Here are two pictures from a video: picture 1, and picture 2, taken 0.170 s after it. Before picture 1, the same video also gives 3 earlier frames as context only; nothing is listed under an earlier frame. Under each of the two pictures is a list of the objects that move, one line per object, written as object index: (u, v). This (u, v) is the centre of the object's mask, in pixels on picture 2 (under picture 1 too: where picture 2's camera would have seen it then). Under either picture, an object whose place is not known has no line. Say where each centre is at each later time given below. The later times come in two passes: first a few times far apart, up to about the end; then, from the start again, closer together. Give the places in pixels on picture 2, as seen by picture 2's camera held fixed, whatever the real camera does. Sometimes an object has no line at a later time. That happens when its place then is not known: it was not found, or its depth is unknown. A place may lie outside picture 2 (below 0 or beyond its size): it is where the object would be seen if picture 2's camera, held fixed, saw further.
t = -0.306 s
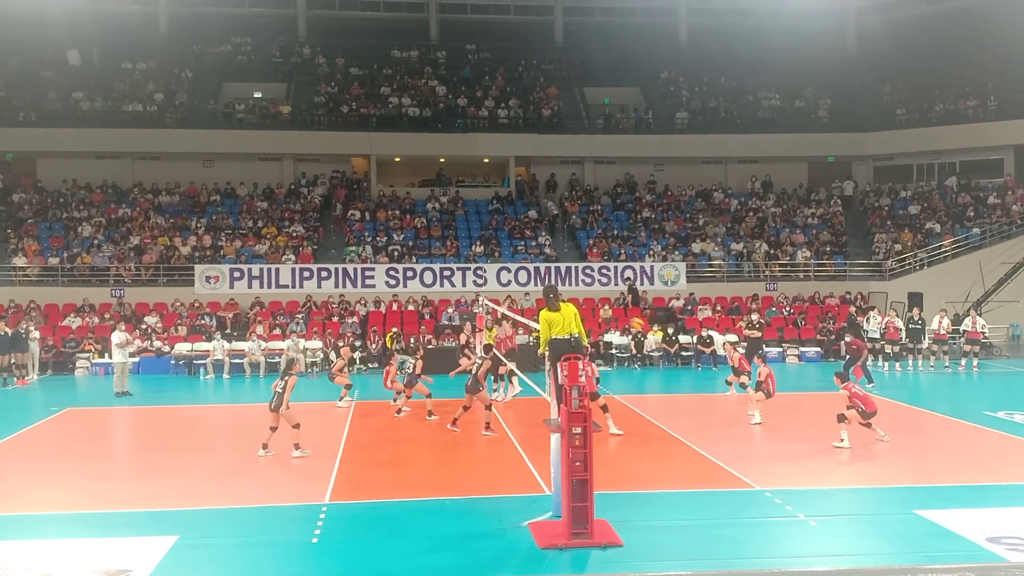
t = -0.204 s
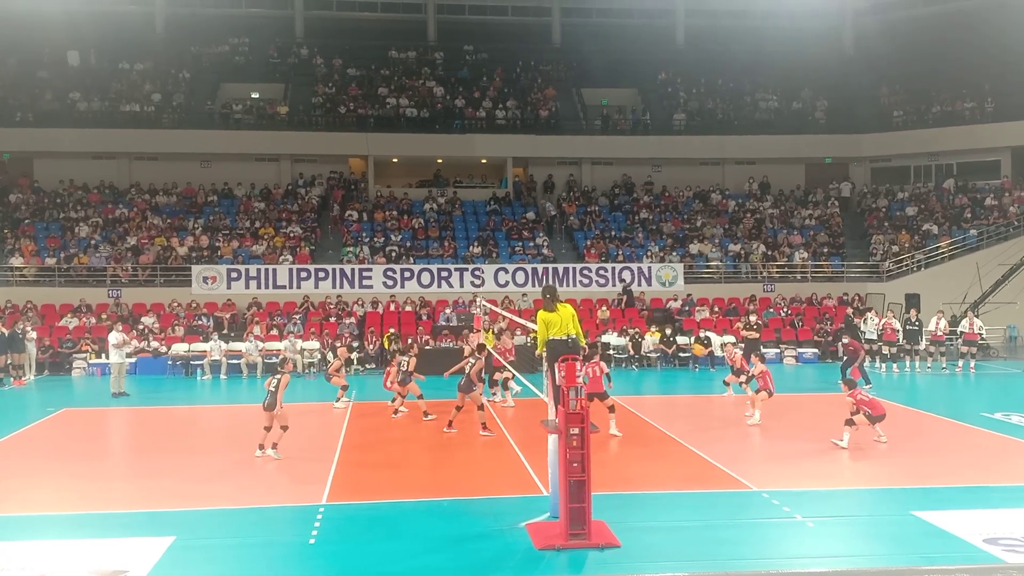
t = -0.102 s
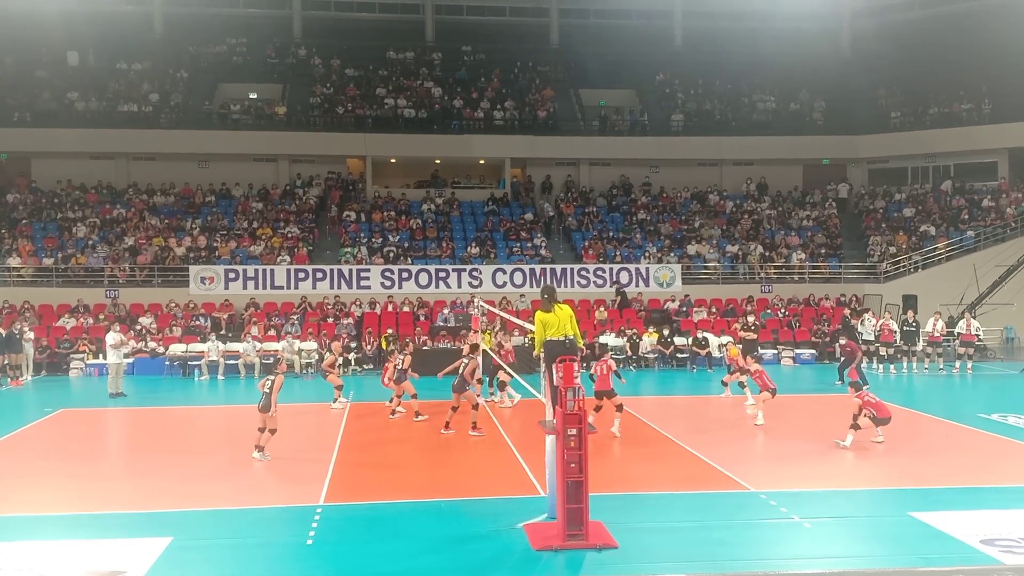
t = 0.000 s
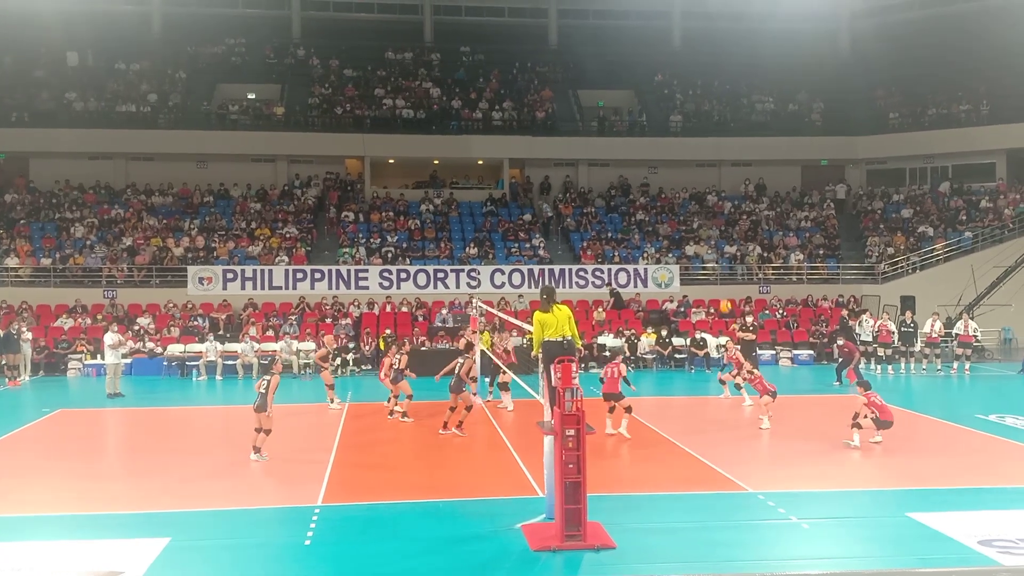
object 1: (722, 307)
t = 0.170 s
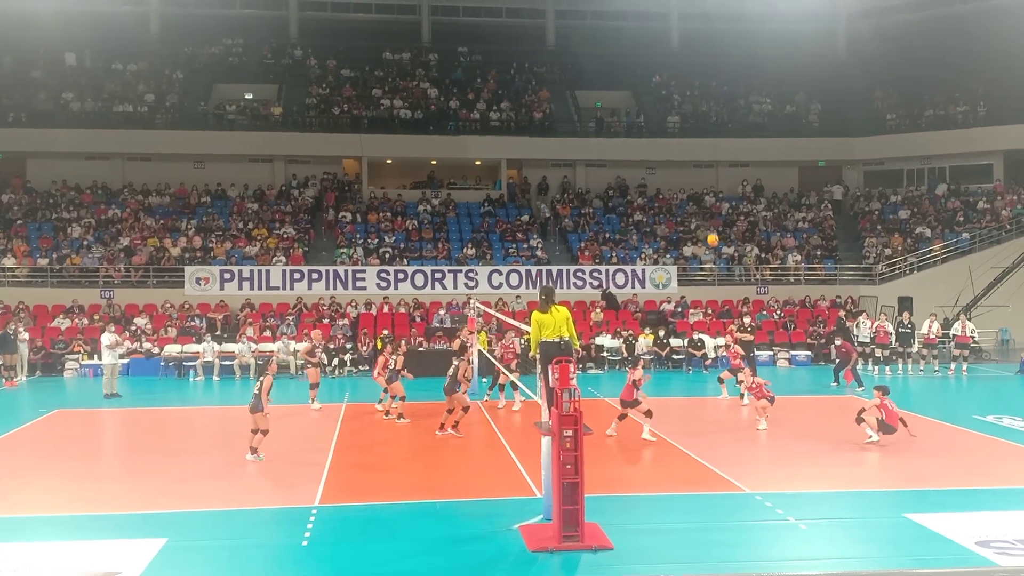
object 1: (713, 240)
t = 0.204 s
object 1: (711, 228)
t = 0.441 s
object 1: (701, 163)
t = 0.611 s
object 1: (695, 133)
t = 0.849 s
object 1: (688, 117)
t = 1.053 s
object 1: (682, 124)
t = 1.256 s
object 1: (676, 150)
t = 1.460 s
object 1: (670, 196)
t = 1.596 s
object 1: (665, 236)
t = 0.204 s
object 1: (711, 228)
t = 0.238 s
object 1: (709, 217)
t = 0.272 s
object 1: (708, 207)
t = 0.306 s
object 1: (707, 197)
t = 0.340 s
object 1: (705, 188)
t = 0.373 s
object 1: (704, 179)
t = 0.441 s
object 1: (701, 163)
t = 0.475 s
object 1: (700, 156)
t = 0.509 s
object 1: (699, 150)
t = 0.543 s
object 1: (697, 144)
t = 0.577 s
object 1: (696, 138)
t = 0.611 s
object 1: (695, 133)
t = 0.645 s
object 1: (694, 130)
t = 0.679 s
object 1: (693, 126)
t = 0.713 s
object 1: (692, 123)
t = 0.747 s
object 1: (691, 120)
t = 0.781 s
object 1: (690, 119)
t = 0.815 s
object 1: (689, 118)
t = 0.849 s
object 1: (688, 117)
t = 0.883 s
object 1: (687, 116)
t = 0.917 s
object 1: (686, 116)
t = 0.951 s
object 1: (685, 117)
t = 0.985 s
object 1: (684, 119)
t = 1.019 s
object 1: (683, 121)
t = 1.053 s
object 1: (682, 124)
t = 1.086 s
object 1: (681, 127)
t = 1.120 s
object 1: (680, 130)
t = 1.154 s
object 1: (679, 134)
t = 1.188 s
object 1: (678, 139)
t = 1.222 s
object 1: (677, 144)
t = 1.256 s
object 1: (676, 150)
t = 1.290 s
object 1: (675, 157)
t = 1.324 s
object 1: (674, 164)
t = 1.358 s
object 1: (673, 171)
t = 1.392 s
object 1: (672, 179)
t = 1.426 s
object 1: (671, 187)
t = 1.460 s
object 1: (670, 196)
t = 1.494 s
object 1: (669, 205)
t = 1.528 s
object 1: (668, 215)
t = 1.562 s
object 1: (667, 226)
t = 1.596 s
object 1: (665, 236)
